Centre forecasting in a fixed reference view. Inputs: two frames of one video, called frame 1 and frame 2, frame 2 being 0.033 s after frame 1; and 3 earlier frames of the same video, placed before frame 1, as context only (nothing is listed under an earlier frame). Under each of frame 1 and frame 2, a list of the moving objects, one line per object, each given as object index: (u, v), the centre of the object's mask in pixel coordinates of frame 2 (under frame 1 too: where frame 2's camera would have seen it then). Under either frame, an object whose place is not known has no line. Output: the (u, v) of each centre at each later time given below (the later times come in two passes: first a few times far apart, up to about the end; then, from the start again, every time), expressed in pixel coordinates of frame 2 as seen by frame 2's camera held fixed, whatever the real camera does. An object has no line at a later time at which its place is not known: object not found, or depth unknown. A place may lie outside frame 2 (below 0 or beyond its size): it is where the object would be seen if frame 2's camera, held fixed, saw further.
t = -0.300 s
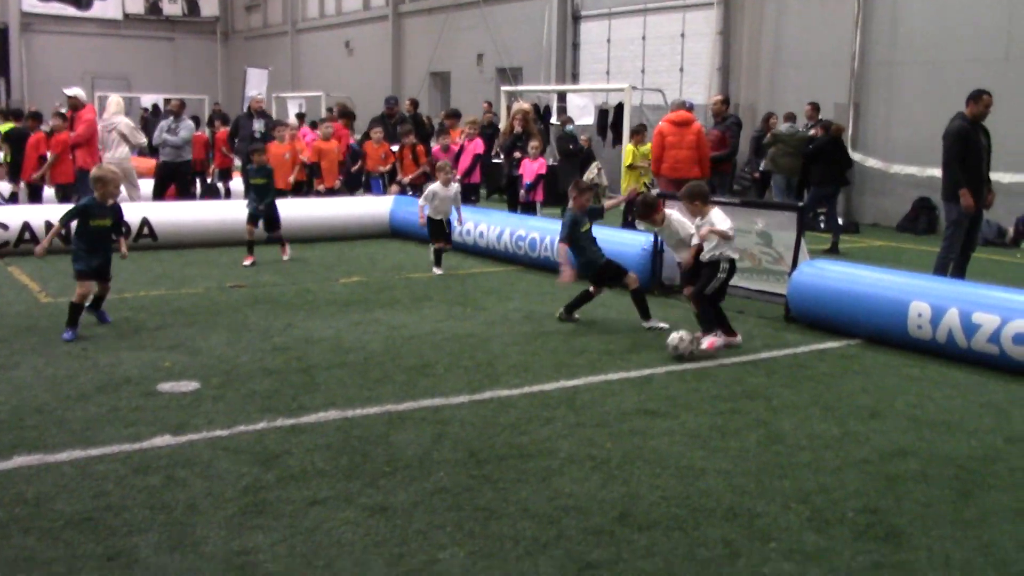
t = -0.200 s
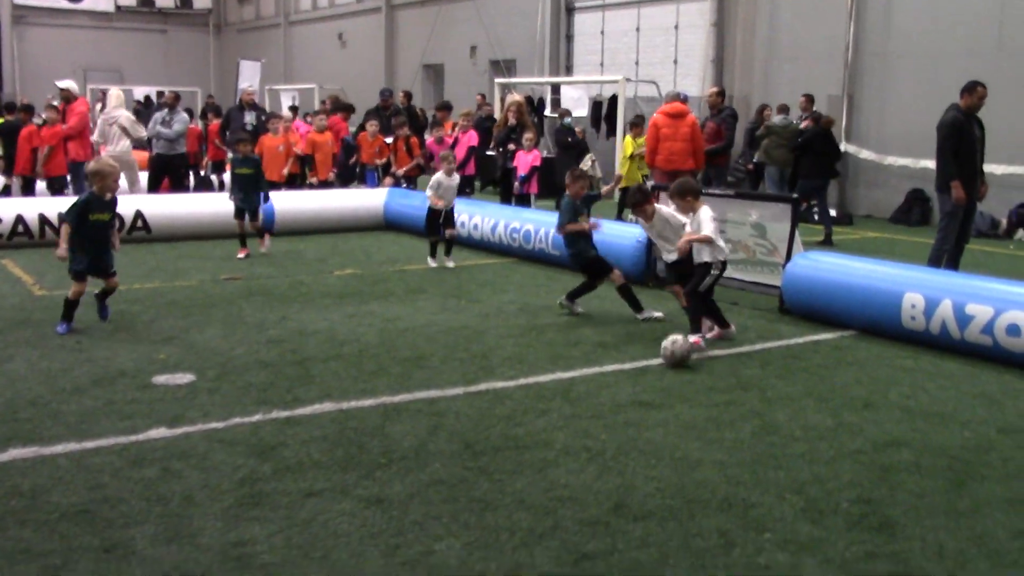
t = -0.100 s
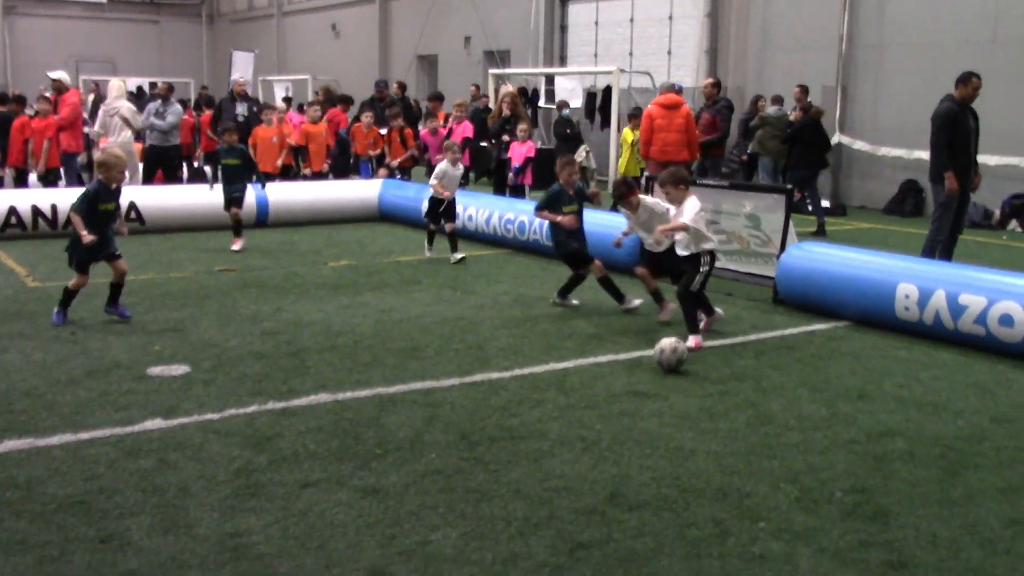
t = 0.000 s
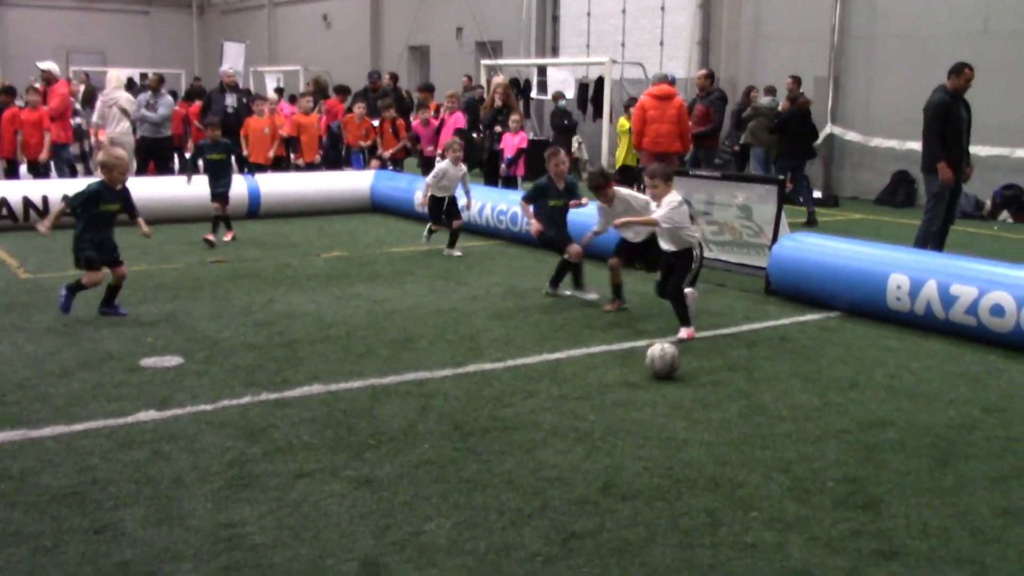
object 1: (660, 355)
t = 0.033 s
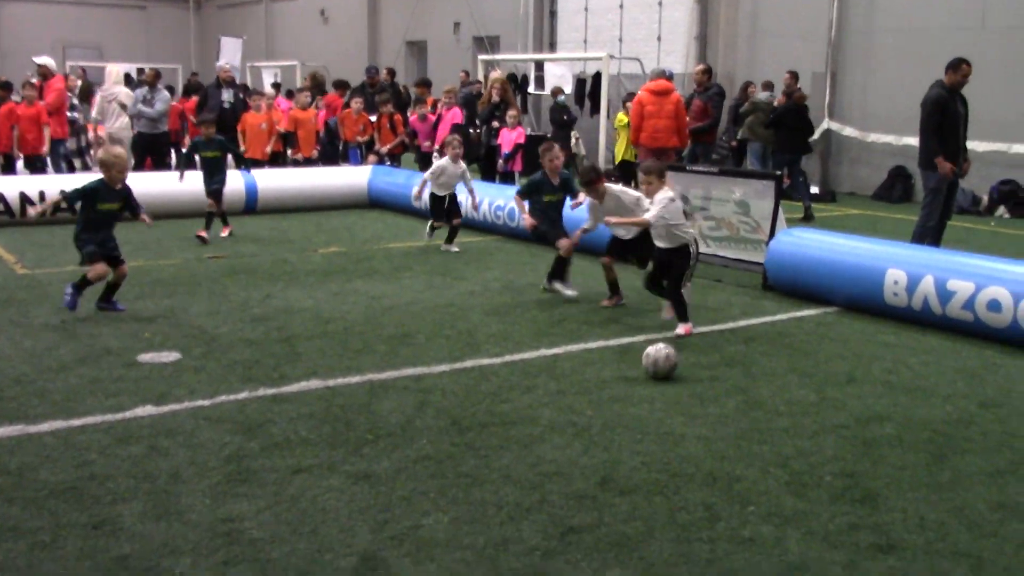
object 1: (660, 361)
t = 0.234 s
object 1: (658, 393)
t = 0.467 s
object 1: (654, 441)
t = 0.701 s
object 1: (649, 501)
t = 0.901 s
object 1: (641, 570)
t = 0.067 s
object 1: (659, 366)
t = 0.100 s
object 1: (659, 370)
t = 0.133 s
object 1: (659, 375)
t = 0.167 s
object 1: (659, 382)
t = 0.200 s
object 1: (659, 386)
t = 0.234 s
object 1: (658, 393)
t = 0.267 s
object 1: (657, 399)
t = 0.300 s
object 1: (657, 405)
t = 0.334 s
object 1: (656, 411)
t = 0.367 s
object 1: (656, 419)
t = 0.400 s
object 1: (655, 426)
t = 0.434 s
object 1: (654, 433)
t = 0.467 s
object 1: (654, 441)
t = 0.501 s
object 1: (653, 448)
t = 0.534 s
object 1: (653, 455)
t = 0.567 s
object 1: (653, 464)
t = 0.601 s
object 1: (652, 472)
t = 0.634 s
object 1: (651, 483)
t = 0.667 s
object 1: (650, 492)
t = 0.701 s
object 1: (649, 501)
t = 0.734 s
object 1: (648, 511)
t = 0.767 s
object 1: (646, 522)
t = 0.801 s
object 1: (646, 533)
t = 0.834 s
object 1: (644, 544)
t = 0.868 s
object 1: (643, 558)
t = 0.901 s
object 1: (641, 570)
